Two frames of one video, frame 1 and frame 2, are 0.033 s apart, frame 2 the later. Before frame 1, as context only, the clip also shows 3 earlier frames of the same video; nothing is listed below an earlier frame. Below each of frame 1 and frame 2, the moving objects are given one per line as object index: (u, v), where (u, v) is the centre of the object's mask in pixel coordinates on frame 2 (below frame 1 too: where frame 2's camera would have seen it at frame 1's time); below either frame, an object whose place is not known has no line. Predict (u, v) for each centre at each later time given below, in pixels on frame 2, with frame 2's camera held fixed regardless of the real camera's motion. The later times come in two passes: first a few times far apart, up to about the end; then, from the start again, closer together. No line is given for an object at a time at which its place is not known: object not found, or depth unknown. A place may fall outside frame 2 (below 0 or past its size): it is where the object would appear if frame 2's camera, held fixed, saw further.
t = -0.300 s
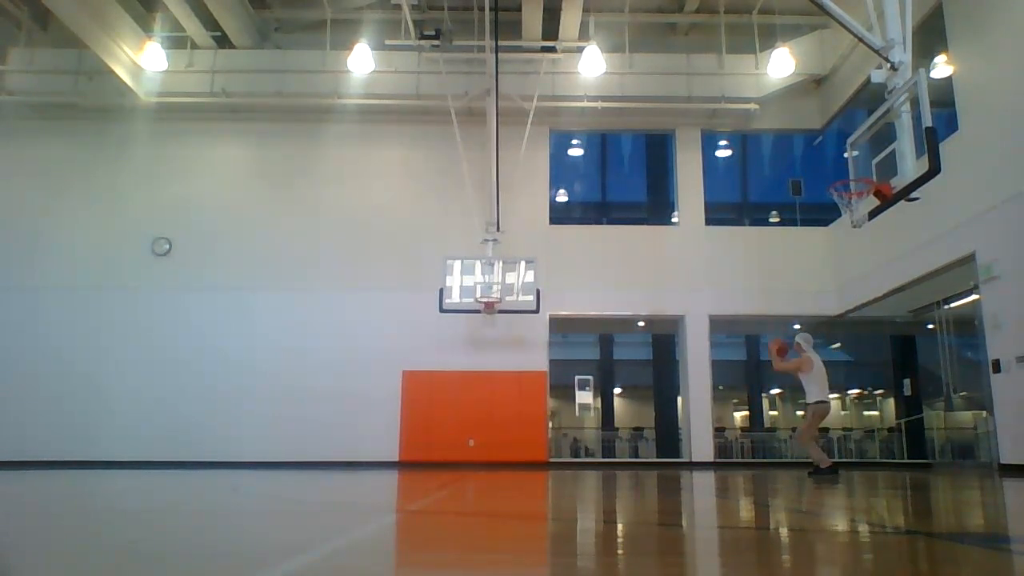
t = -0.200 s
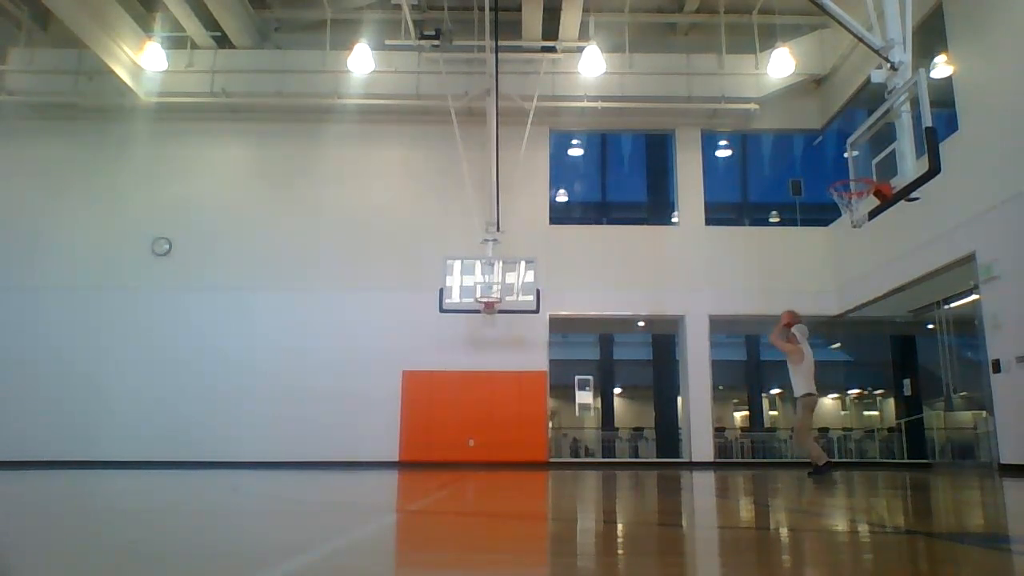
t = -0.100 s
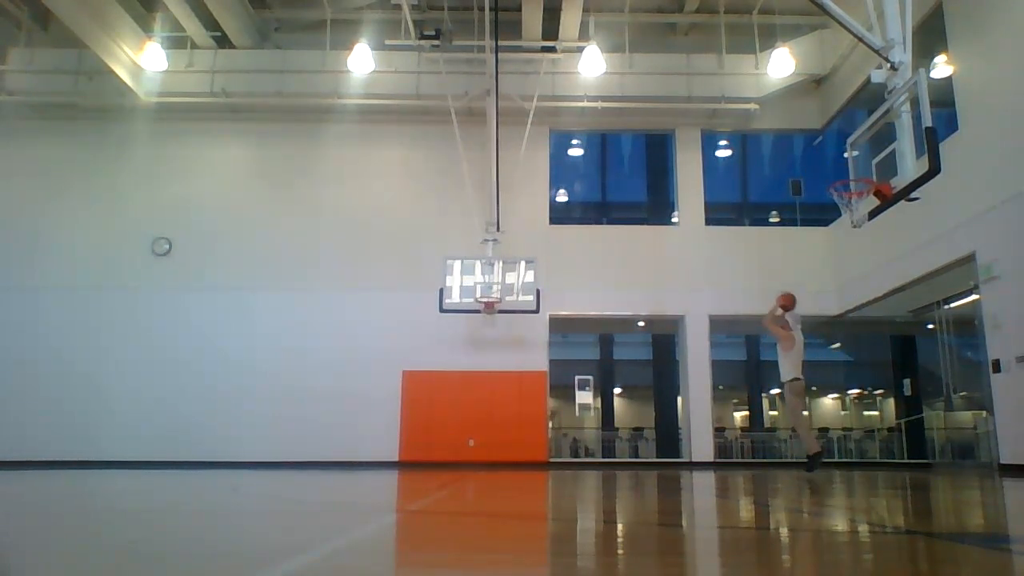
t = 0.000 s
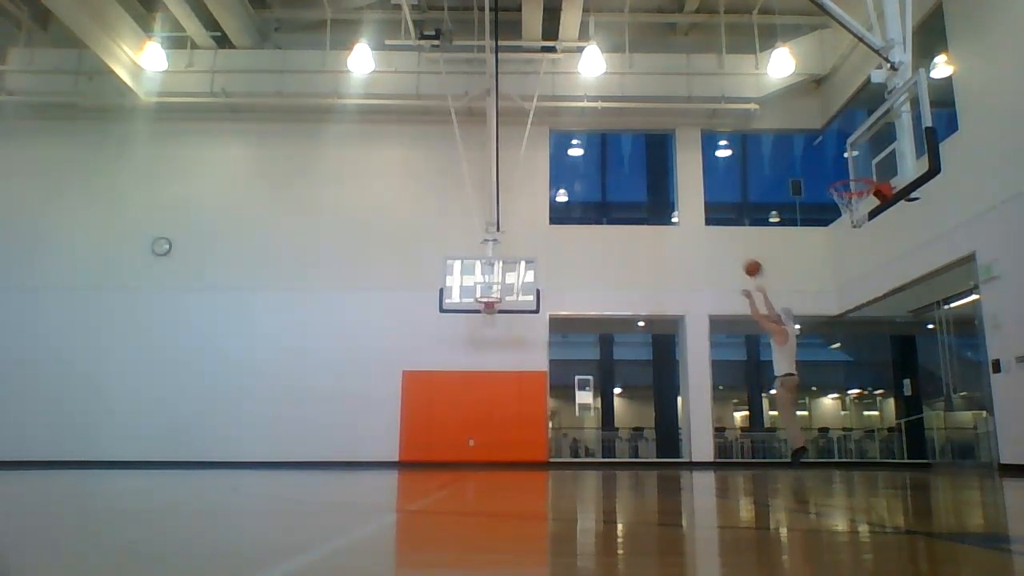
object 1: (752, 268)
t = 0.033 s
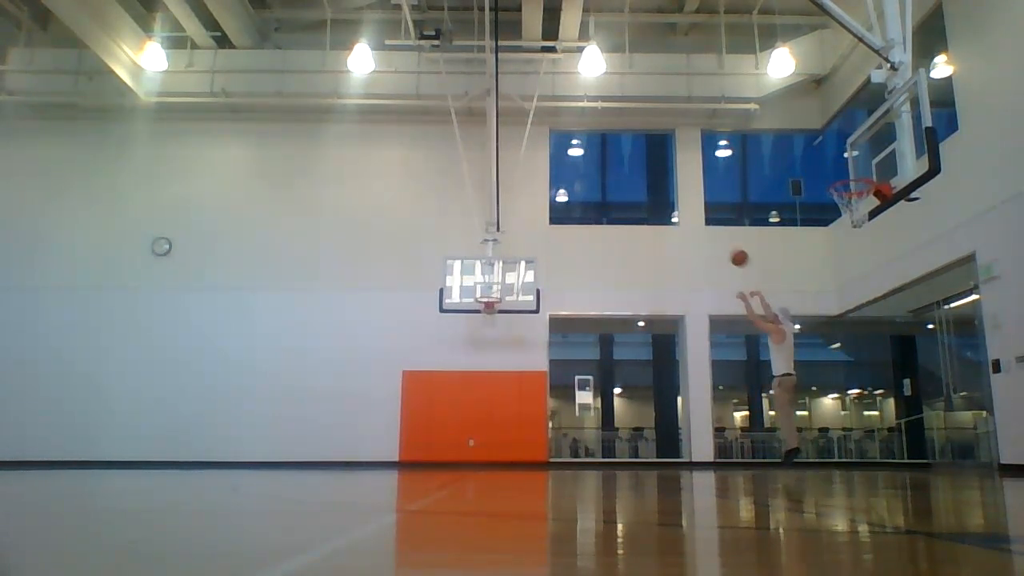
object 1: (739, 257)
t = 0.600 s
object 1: (569, 215)
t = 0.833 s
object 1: (519, 251)
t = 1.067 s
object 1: (491, 302)
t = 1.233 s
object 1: (477, 312)
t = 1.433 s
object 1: (467, 325)
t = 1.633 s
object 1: (456, 360)
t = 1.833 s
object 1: (445, 417)
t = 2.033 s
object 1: (437, 441)
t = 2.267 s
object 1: (434, 397)
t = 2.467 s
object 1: (432, 384)
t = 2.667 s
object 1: (429, 391)
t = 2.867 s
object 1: (426, 421)
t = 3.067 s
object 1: (422, 455)
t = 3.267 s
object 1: (421, 425)
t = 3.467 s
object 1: (420, 416)
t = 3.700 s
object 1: (417, 433)
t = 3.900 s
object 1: (415, 456)
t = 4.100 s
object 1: (415, 435)
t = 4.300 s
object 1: (413, 435)
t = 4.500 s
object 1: (411, 457)
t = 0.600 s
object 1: (569, 215)
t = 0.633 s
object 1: (561, 219)
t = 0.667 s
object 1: (554, 223)
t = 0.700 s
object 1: (546, 228)
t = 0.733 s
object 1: (539, 233)
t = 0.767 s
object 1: (532, 239)
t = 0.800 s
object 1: (526, 245)
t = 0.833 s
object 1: (519, 251)
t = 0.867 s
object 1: (512, 258)
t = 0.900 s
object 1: (506, 266)
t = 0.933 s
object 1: (500, 273)
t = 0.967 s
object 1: (493, 282)
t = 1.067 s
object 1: (491, 302)
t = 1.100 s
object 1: (491, 305)
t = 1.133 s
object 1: (489, 307)
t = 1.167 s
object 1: (487, 308)
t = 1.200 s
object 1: (480, 311)
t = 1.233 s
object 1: (477, 312)
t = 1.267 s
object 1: (475, 312)
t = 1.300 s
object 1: (473, 314)
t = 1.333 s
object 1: (472, 316)
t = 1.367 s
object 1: (470, 319)
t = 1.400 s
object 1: (469, 322)
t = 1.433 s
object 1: (467, 325)
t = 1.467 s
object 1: (465, 330)
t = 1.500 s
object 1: (463, 335)
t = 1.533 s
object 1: (461, 340)
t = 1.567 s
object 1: (460, 346)
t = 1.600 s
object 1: (458, 353)
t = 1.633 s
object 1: (456, 360)
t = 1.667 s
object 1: (454, 368)
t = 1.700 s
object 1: (452, 377)
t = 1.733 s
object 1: (451, 386)
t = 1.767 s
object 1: (449, 396)
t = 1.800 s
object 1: (447, 407)
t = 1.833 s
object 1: (445, 417)
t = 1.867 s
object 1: (442, 429)
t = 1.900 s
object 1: (441, 442)
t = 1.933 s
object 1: (439, 456)
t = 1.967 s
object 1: (438, 458)
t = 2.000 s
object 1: (437, 451)
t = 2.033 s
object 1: (437, 441)
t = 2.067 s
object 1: (436, 433)
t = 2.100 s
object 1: (436, 426)
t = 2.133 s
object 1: (436, 419)
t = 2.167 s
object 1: (435, 413)
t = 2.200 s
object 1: (435, 407)
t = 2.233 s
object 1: (435, 402)
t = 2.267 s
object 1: (434, 397)
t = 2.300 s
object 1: (433, 393)
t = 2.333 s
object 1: (433, 390)
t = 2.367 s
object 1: (433, 387)
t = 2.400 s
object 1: (433, 385)
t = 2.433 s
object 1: (432, 384)
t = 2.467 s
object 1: (432, 384)
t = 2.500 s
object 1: (432, 384)
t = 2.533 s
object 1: (432, 384)
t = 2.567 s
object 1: (430, 385)
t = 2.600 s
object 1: (430, 387)
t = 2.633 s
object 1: (429, 389)
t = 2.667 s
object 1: (429, 391)
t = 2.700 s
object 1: (428, 394)
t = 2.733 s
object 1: (428, 399)
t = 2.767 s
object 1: (427, 403)
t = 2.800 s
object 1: (427, 408)
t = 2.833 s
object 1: (426, 415)
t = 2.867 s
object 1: (426, 421)
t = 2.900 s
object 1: (425, 429)
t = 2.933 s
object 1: (424, 436)
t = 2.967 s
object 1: (424, 444)
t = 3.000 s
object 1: (422, 455)
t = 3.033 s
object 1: (422, 461)
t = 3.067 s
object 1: (422, 455)
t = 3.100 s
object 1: (422, 449)
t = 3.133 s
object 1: (422, 442)
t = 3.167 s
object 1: (422, 437)
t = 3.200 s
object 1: (421, 433)
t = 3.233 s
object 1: (421, 428)
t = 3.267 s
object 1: (421, 425)
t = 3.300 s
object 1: (421, 422)
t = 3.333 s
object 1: (421, 419)
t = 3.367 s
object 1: (421, 418)
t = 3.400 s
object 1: (420, 417)
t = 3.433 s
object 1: (420, 416)
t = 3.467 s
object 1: (420, 416)
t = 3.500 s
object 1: (419, 416)
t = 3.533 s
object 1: (419, 418)
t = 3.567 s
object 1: (419, 419)
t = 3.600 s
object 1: (419, 422)
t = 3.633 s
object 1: (418, 425)
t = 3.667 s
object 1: (417, 429)
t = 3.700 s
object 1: (417, 433)
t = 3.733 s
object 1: (416, 438)
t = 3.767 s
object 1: (416, 444)
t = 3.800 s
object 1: (416, 450)
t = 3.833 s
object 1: (416, 456)
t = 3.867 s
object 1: (414, 460)
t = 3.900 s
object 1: (415, 456)
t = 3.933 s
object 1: (415, 451)
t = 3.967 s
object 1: (415, 446)
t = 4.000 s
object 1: (415, 442)
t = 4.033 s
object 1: (415, 439)
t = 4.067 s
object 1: (415, 436)
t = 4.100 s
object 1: (415, 435)
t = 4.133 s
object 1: (414, 433)
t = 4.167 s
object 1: (414, 432)
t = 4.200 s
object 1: (414, 432)
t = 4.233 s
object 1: (414, 433)
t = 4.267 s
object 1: (414, 434)
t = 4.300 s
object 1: (413, 435)
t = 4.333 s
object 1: (413, 438)
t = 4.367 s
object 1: (413, 441)
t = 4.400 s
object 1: (412, 444)
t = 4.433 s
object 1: (411, 448)
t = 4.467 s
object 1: (411, 454)
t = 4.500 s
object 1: (411, 457)
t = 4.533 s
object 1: (411, 458)
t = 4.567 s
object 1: (411, 456)
